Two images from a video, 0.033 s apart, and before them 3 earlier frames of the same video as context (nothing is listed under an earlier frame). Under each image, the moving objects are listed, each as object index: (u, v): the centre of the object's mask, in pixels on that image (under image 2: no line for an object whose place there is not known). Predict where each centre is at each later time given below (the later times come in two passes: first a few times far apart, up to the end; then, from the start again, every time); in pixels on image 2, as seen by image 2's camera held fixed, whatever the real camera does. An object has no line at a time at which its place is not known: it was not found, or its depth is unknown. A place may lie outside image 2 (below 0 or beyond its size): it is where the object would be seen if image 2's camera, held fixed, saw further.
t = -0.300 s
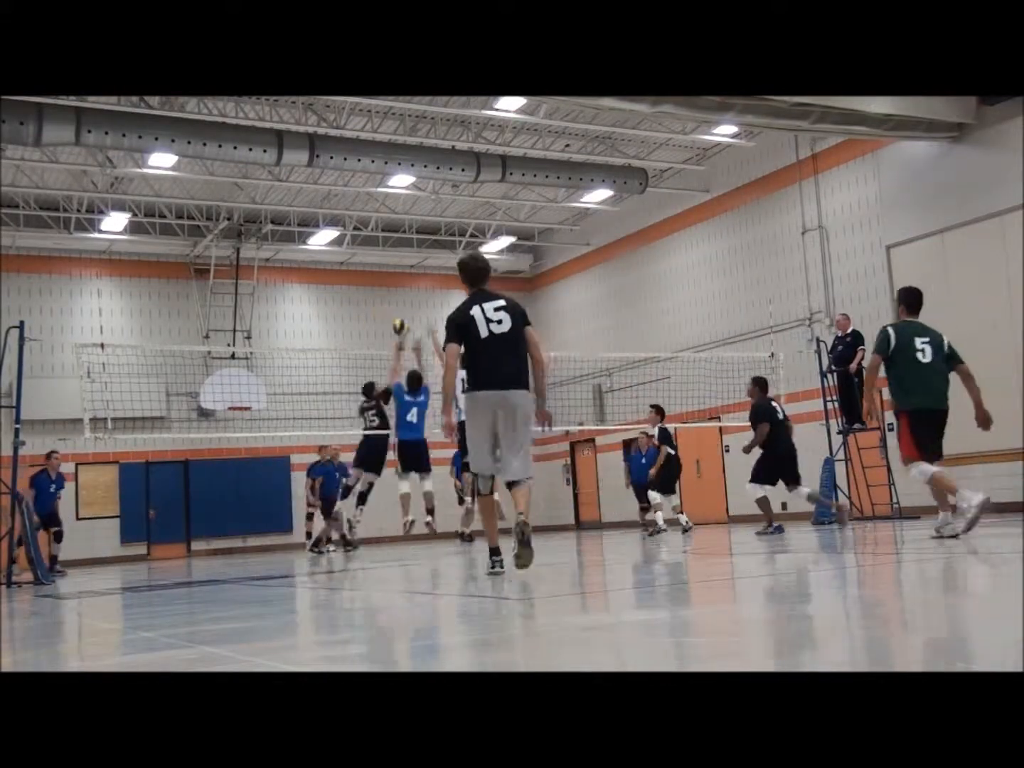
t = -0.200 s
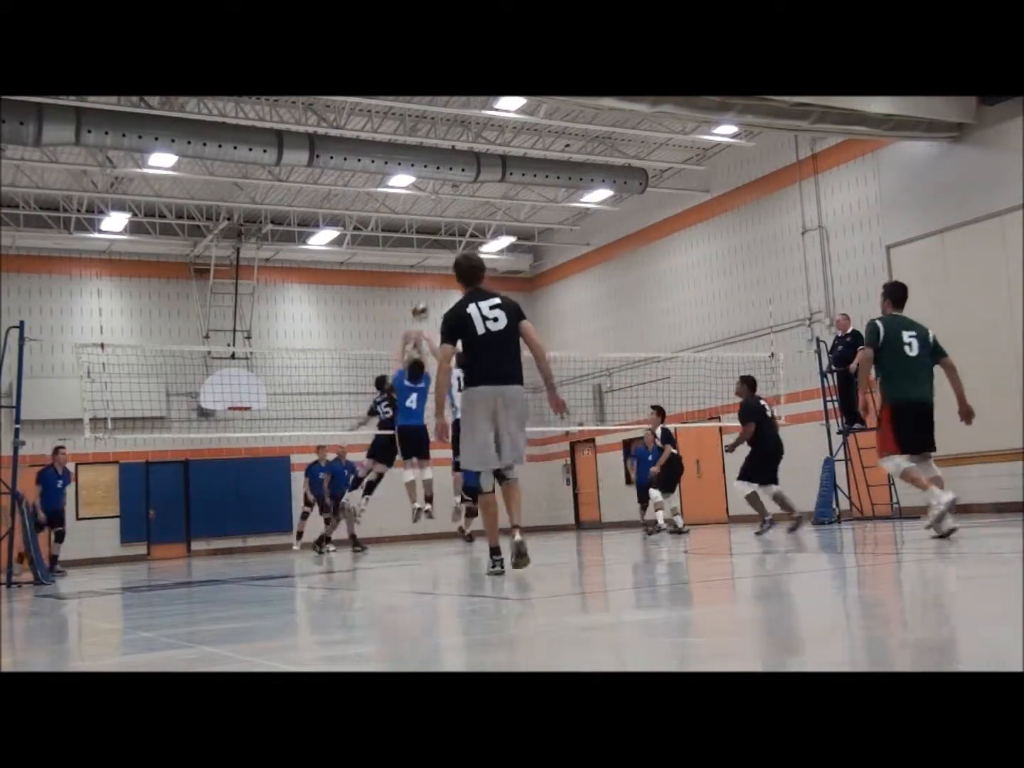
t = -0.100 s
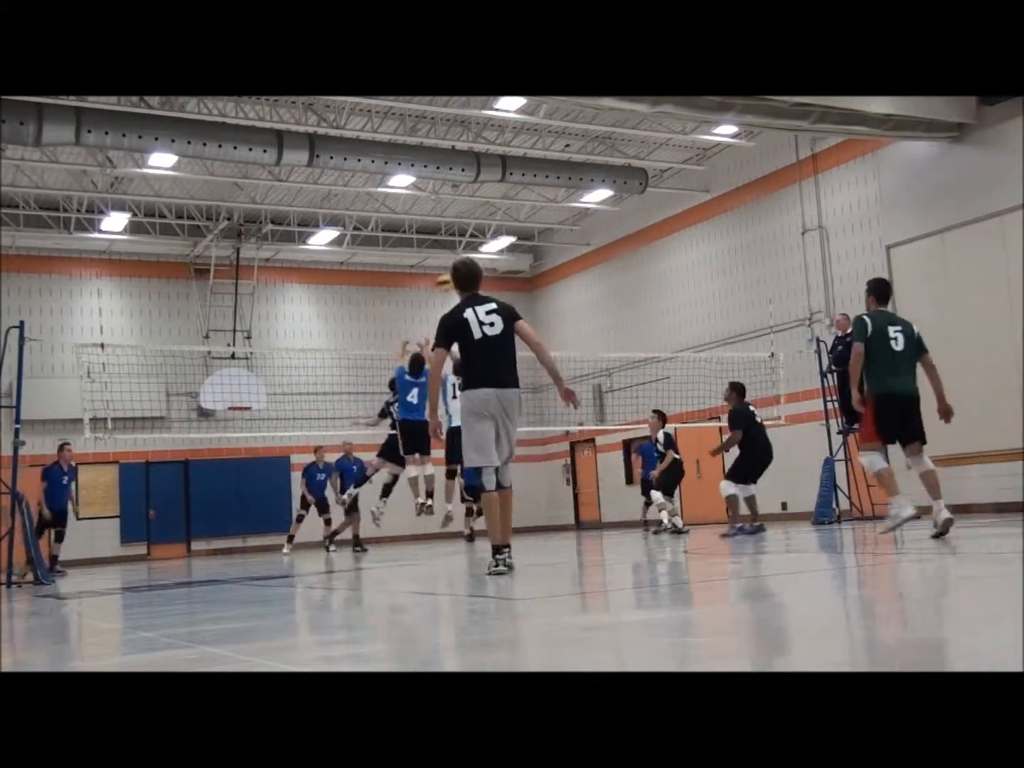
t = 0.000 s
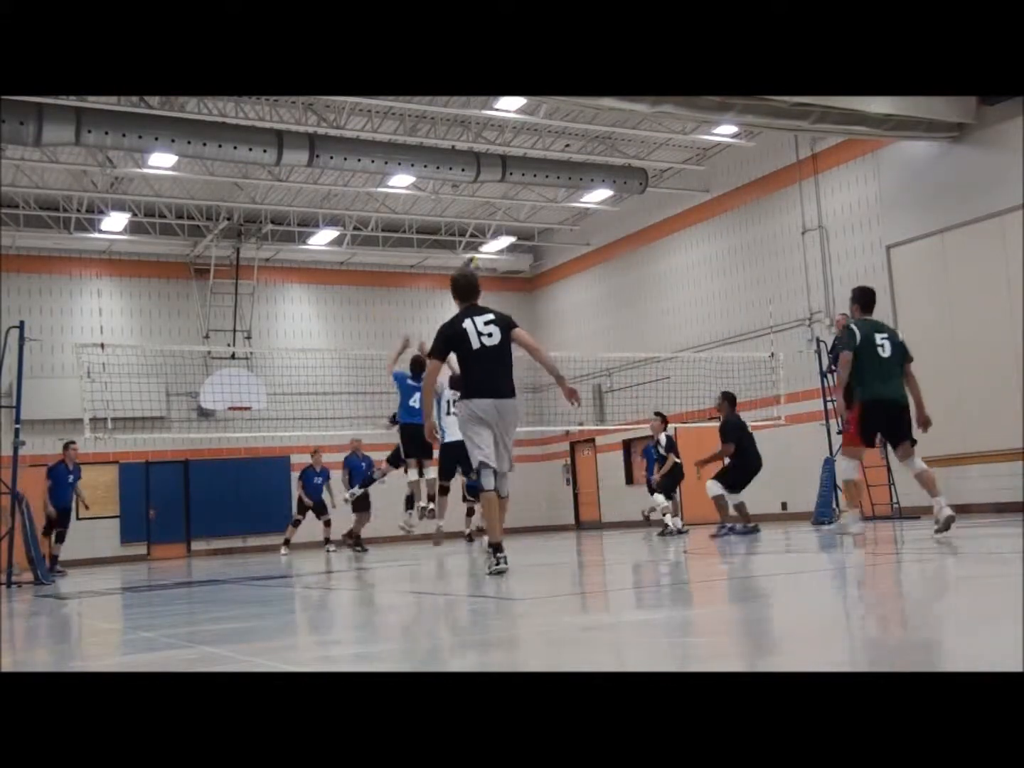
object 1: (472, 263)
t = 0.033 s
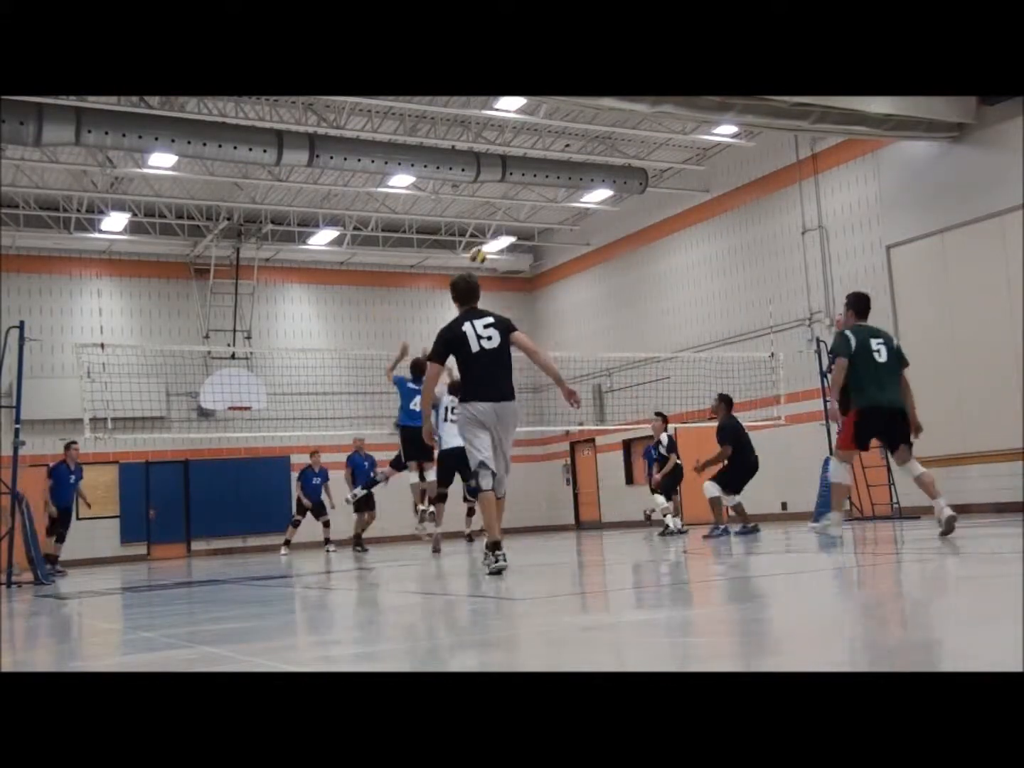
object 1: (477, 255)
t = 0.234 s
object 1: (534, 237)
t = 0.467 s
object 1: (610, 262)
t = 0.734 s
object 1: (712, 358)
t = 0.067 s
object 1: (486, 251)
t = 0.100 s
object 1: (496, 247)
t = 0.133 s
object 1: (505, 242)
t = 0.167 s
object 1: (515, 240)
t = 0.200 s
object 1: (526, 237)
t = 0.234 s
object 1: (534, 237)
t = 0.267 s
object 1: (545, 237)
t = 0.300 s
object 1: (556, 240)
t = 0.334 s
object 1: (566, 242)
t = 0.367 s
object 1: (577, 245)
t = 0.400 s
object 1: (588, 249)
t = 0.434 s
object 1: (599, 255)
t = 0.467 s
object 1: (610, 262)
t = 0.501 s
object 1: (622, 270)
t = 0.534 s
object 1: (634, 279)
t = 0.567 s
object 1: (646, 289)
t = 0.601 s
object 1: (658, 300)
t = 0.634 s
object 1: (671, 311)
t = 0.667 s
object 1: (683, 326)
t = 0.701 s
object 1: (696, 341)
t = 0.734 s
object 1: (712, 358)
